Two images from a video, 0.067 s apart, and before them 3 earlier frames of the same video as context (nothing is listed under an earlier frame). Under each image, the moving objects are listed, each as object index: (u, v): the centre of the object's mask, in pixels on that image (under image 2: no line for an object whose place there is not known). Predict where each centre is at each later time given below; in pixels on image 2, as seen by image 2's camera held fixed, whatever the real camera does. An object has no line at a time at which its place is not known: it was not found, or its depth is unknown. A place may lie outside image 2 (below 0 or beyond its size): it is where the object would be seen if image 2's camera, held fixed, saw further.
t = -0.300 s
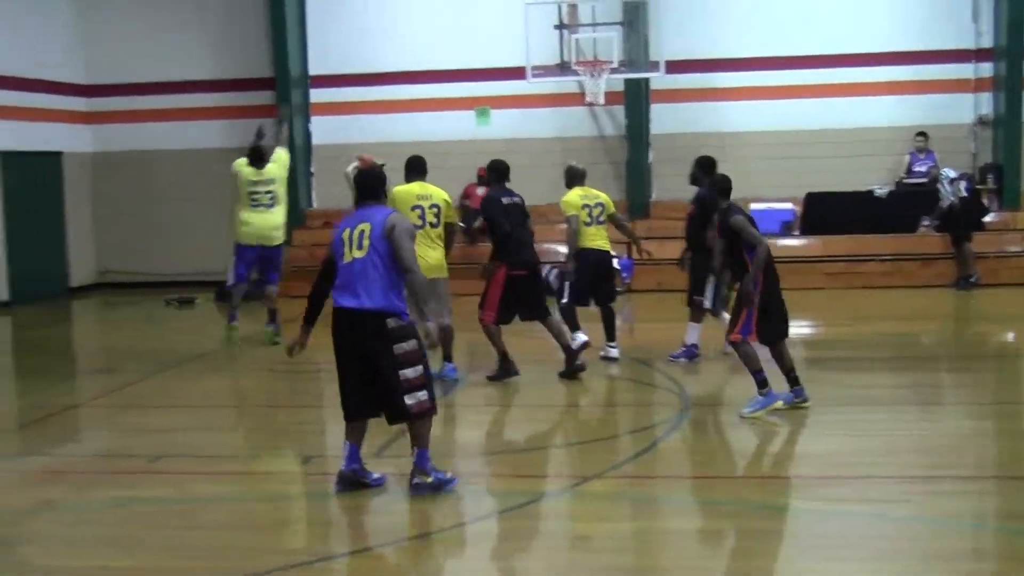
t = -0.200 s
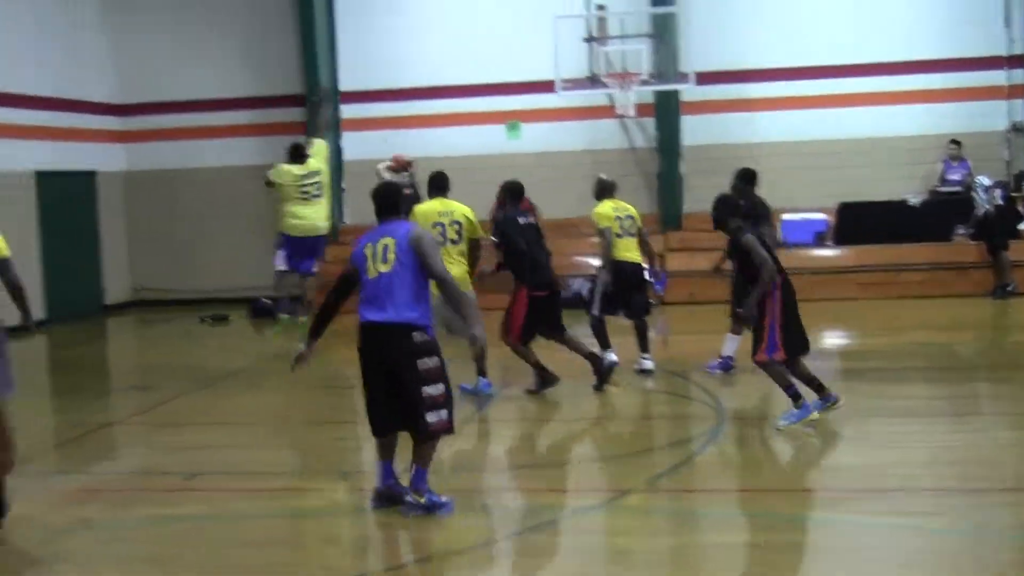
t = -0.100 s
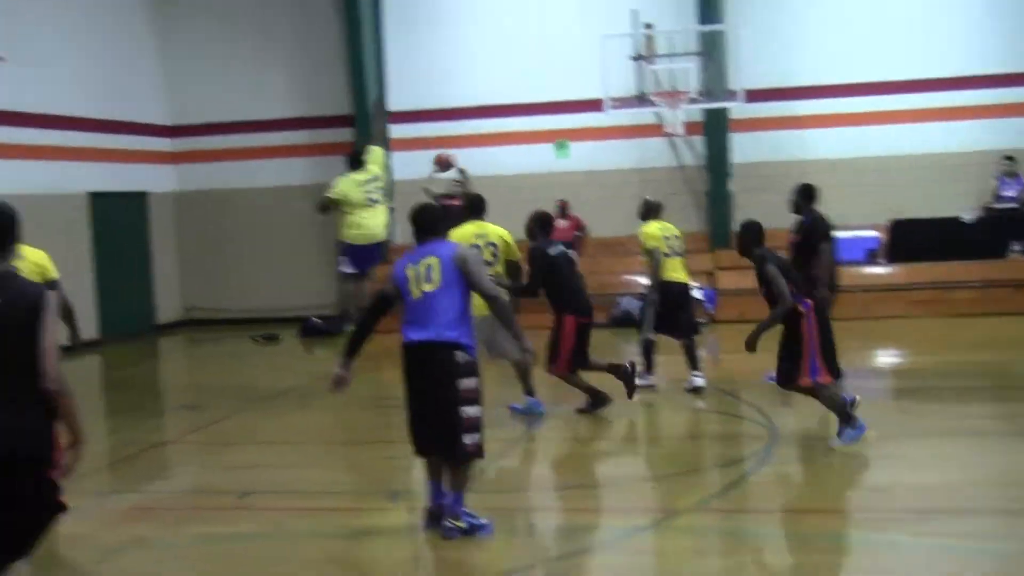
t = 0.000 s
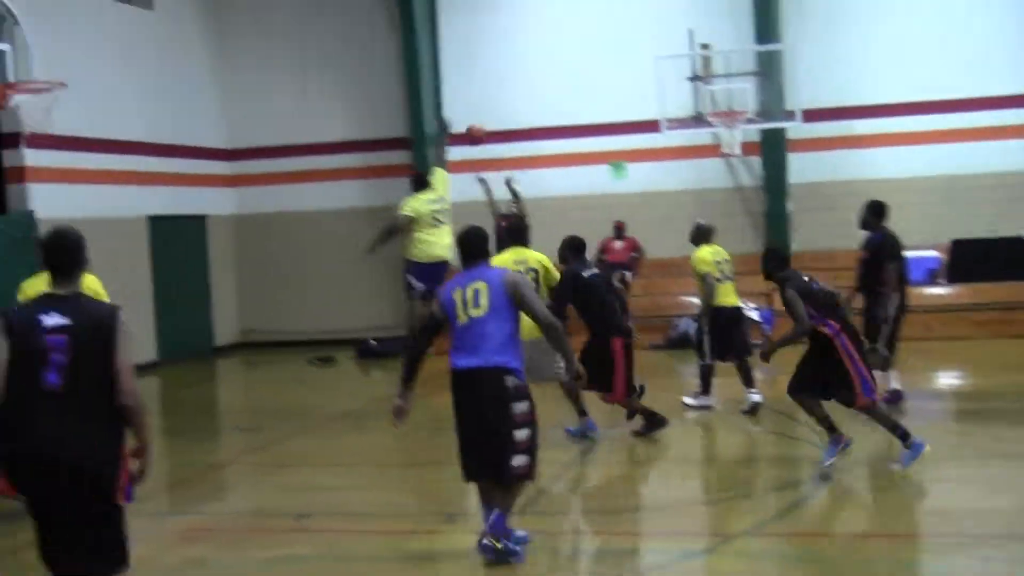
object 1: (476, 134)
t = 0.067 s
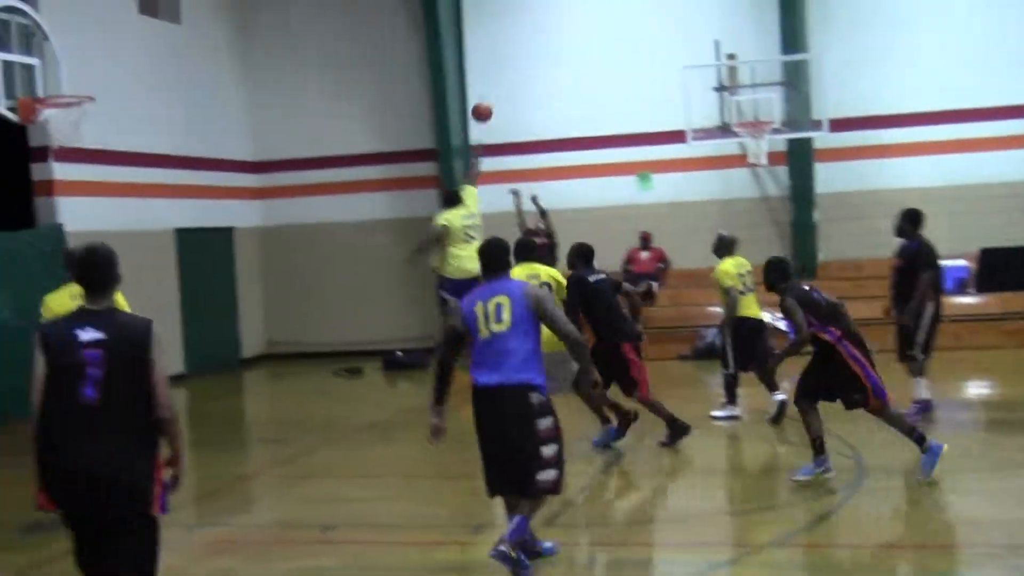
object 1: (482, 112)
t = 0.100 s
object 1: (473, 97)
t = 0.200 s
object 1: (442, 53)
